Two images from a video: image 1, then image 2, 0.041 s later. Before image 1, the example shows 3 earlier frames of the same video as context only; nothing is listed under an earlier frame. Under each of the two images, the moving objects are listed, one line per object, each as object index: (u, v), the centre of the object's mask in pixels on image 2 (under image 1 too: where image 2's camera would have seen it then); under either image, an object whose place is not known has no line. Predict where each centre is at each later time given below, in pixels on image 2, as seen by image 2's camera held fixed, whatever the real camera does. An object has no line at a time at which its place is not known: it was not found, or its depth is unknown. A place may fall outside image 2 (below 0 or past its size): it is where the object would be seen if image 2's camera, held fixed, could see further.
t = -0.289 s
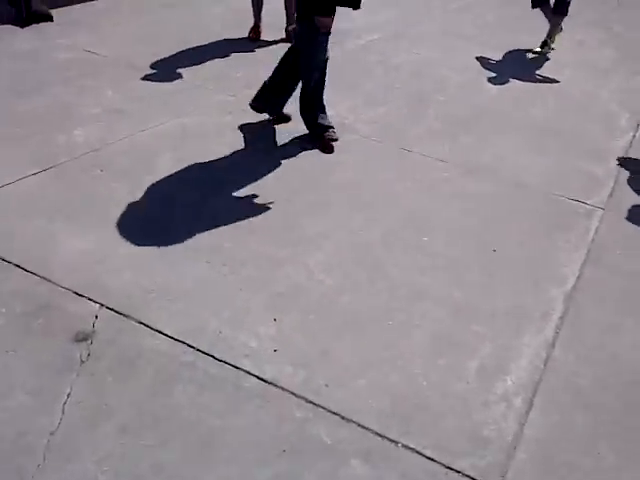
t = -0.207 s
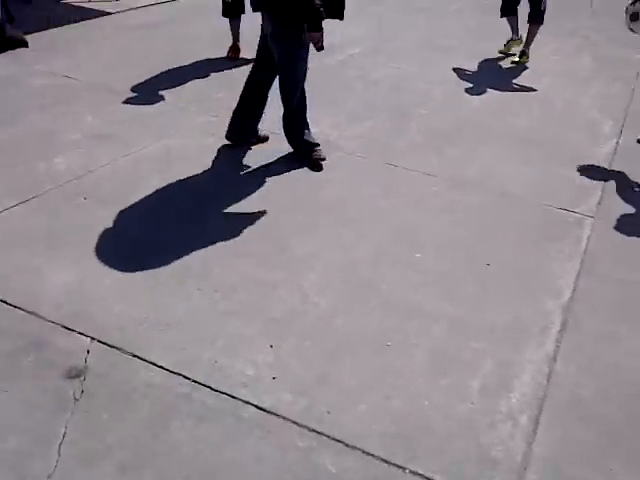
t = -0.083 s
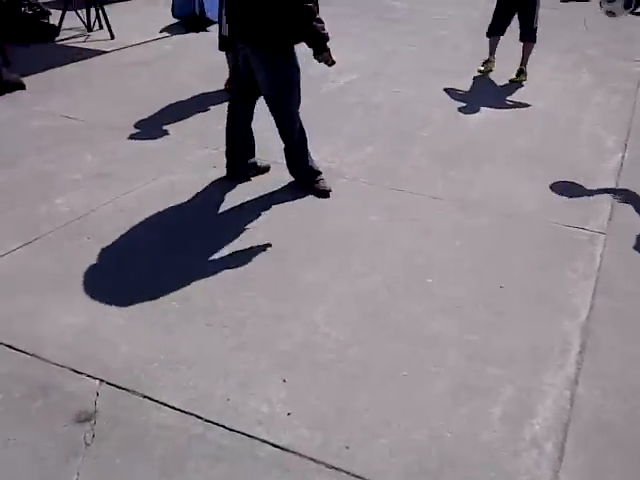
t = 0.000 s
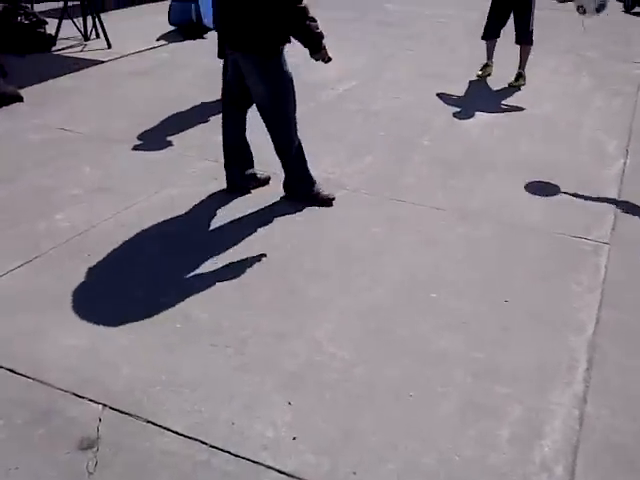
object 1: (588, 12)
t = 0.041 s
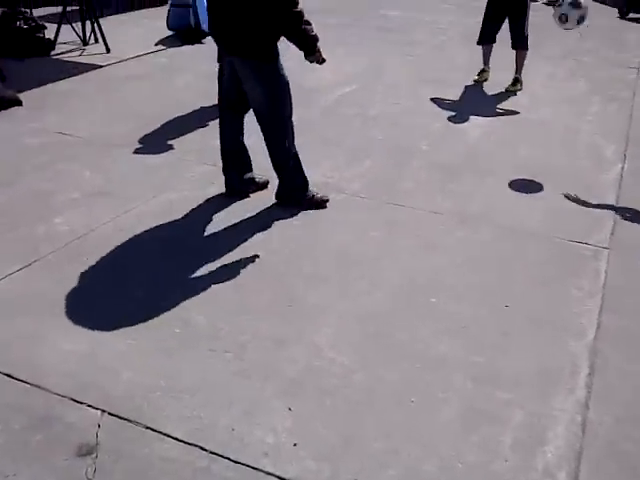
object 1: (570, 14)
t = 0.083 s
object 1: (554, 21)
